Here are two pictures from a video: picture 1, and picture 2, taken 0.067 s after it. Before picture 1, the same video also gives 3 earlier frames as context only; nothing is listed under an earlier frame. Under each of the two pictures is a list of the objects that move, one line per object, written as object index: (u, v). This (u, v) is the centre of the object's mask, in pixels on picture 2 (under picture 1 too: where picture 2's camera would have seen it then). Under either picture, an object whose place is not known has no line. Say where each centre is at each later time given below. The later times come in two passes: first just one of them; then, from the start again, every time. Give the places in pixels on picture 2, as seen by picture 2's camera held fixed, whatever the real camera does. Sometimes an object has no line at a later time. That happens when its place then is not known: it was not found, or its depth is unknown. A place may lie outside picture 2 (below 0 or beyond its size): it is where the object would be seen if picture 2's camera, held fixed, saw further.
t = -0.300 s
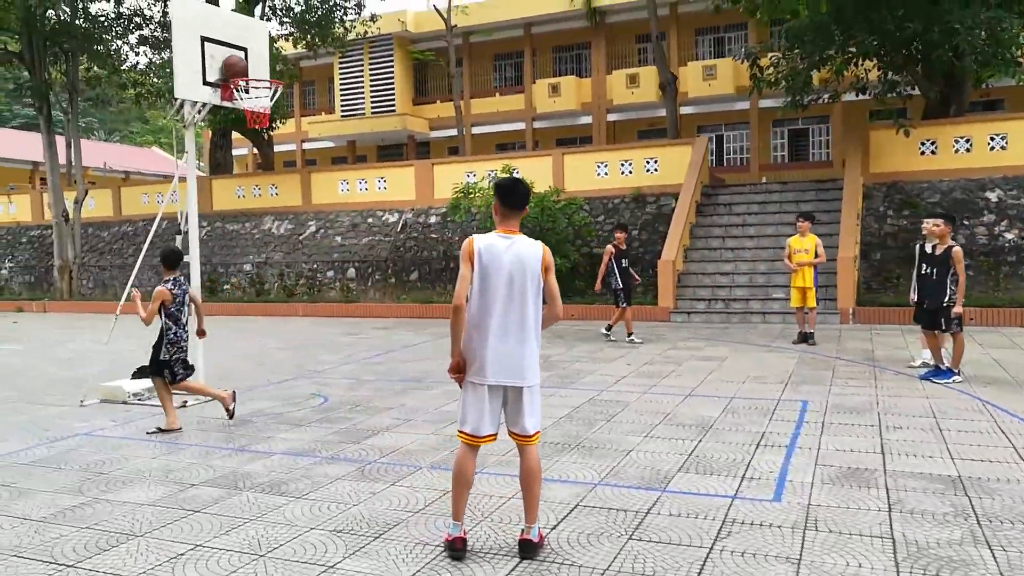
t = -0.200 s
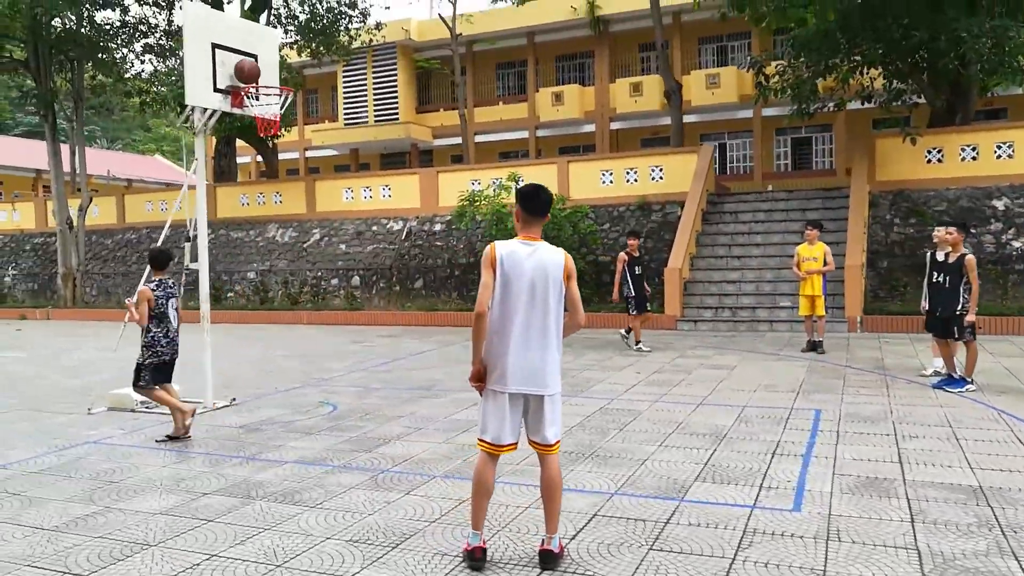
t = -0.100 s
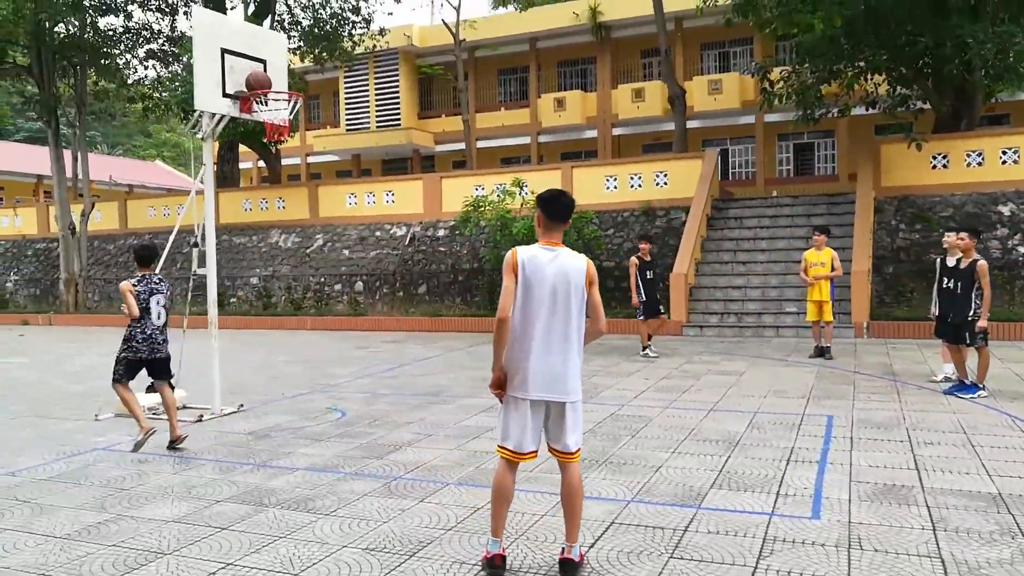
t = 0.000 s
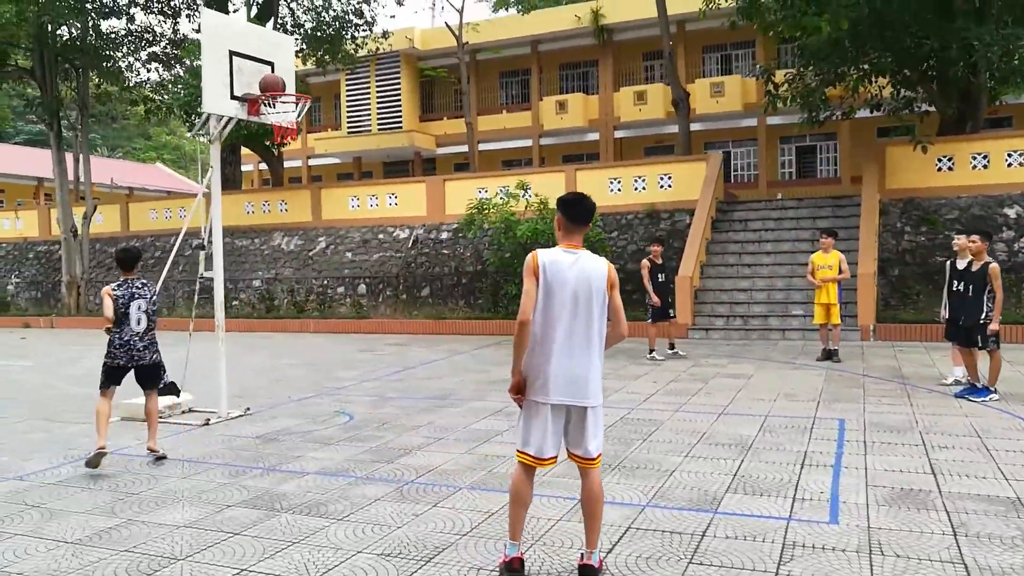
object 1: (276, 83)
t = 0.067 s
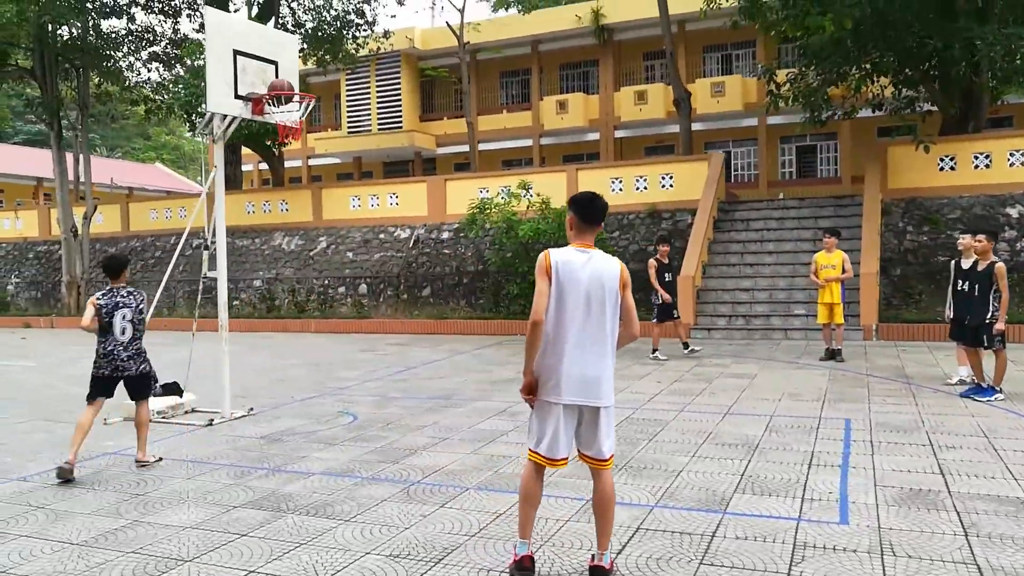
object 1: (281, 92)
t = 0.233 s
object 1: (299, 119)
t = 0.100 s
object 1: (284, 96)
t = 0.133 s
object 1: (290, 100)
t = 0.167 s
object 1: (293, 106)
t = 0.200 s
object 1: (296, 110)
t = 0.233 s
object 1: (299, 119)
